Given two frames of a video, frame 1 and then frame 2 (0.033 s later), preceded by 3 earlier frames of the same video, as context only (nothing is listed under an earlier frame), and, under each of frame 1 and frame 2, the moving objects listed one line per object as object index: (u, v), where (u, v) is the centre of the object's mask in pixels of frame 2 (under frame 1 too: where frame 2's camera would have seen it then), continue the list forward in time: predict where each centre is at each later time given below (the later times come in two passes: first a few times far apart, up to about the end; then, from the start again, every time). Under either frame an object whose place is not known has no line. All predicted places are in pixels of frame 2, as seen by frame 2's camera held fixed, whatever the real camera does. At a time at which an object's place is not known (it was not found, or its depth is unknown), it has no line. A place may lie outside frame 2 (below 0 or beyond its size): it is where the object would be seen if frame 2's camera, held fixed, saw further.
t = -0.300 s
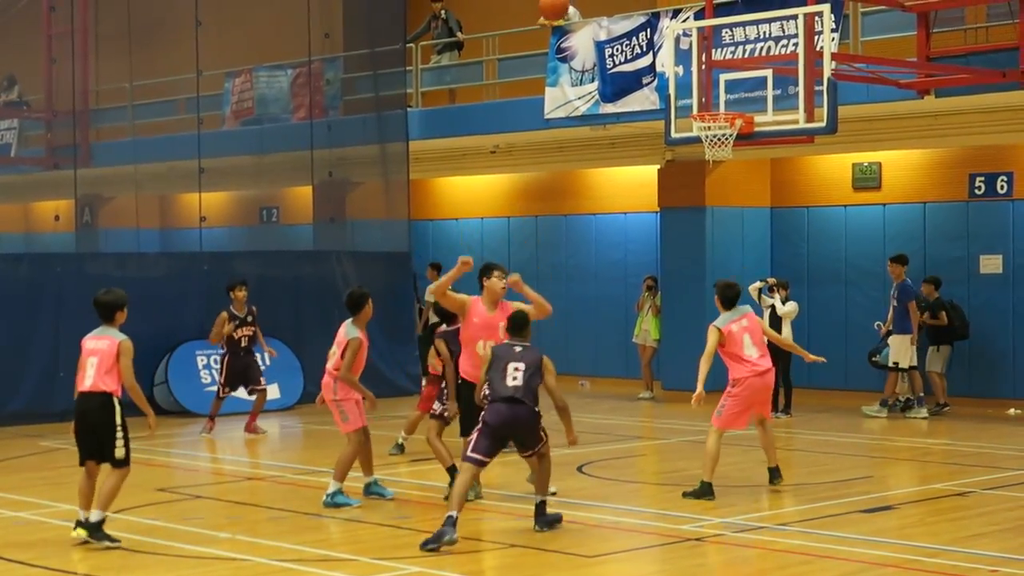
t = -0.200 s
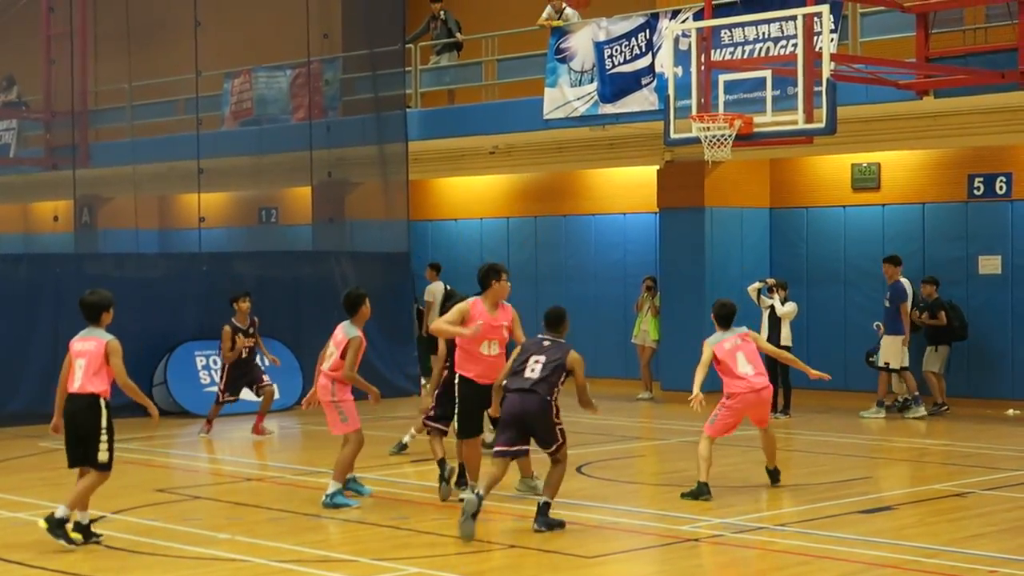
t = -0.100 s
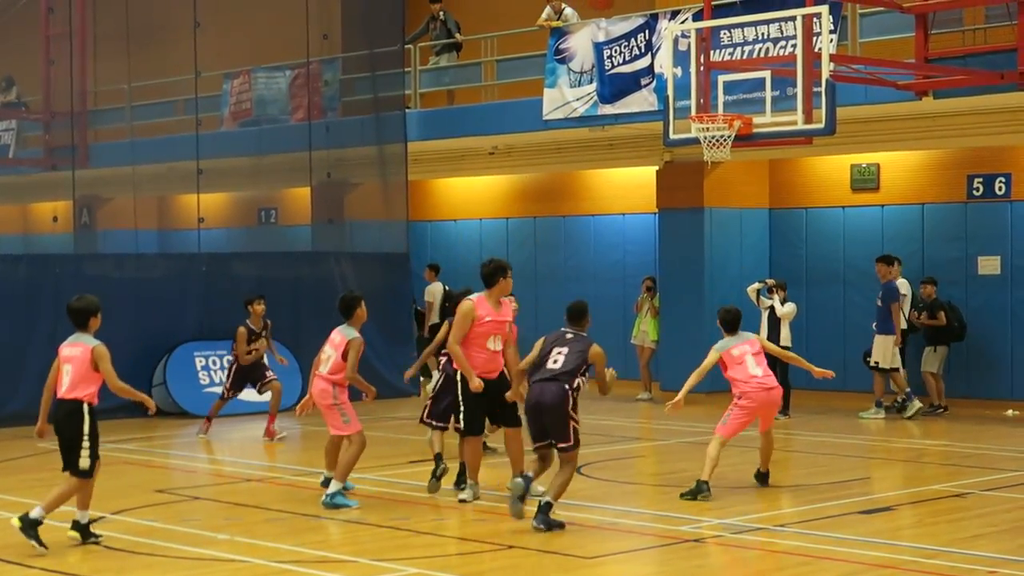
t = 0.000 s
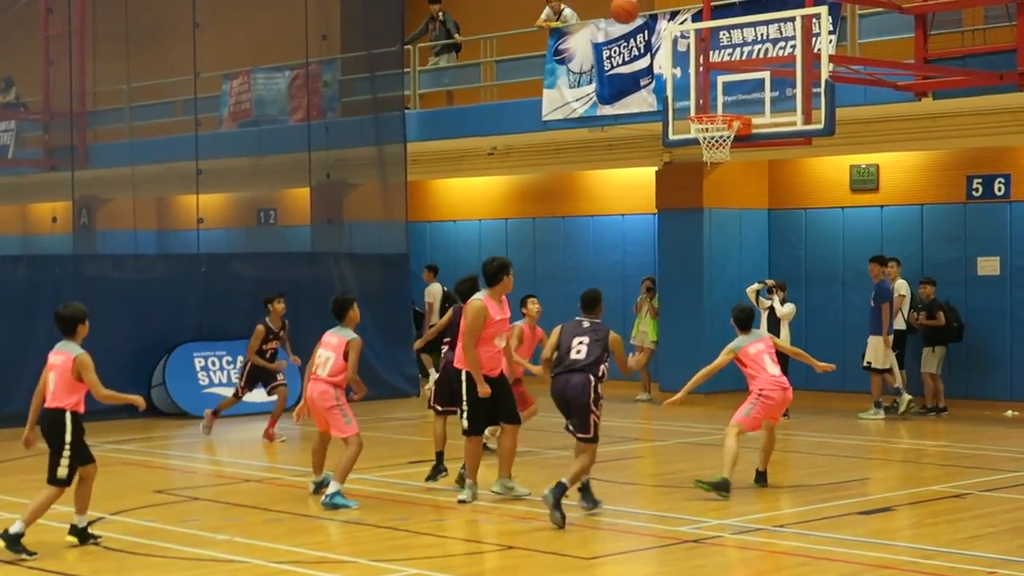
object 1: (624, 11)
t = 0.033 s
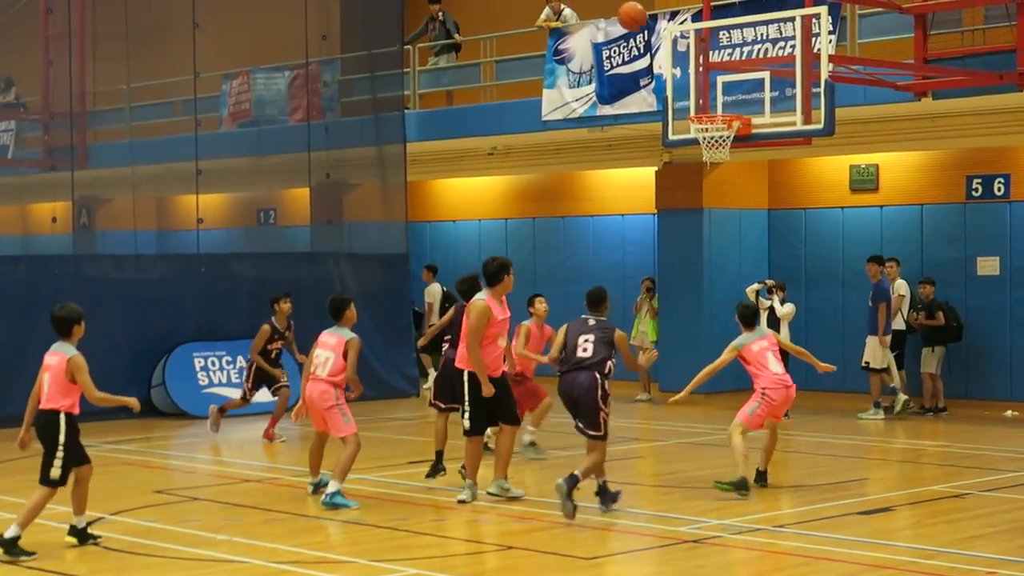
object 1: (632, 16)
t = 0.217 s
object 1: (672, 74)
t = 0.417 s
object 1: (662, 86)
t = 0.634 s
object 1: (618, 88)
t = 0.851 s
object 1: (574, 148)
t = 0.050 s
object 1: (635, 19)
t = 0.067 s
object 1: (639, 24)
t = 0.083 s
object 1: (642, 28)
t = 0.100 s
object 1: (647, 33)
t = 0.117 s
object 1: (650, 37)
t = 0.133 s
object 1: (654, 43)
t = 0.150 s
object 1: (658, 48)
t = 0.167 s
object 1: (662, 54)
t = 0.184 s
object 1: (665, 61)
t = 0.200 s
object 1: (669, 68)
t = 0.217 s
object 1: (672, 74)
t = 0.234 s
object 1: (676, 81)
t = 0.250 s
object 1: (679, 89)
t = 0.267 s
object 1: (682, 96)
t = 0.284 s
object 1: (686, 104)
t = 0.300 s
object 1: (686, 106)
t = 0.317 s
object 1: (683, 102)
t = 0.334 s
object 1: (679, 98)
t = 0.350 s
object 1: (675, 95)
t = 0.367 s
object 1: (673, 92)
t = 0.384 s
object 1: (669, 90)
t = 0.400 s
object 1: (667, 88)
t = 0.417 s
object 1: (662, 86)
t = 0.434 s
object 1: (659, 84)
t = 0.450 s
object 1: (656, 83)
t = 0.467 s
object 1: (652, 81)
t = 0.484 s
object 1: (649, 81)
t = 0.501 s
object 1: (645, 81)
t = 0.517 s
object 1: (642, 81)
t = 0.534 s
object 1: (639, 81)
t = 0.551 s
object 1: (635, 81)
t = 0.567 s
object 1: (632, 82)
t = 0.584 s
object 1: (629, 83)
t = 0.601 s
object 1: (625, 85)
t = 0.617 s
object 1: (622, 87)
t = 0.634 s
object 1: (618, 88)
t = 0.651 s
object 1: (615, 91)
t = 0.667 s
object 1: (612, 94)
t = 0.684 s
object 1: (608, 97)
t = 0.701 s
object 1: (605, 100)
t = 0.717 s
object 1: (602, 104)
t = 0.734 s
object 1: (598, 108)
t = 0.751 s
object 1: (594, 113)
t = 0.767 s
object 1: (591, 118)
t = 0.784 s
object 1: (588, 123)
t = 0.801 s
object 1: (584, 129)
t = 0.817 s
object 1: (580, 134)
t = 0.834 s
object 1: (578, 140)
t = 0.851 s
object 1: (574, 148)
